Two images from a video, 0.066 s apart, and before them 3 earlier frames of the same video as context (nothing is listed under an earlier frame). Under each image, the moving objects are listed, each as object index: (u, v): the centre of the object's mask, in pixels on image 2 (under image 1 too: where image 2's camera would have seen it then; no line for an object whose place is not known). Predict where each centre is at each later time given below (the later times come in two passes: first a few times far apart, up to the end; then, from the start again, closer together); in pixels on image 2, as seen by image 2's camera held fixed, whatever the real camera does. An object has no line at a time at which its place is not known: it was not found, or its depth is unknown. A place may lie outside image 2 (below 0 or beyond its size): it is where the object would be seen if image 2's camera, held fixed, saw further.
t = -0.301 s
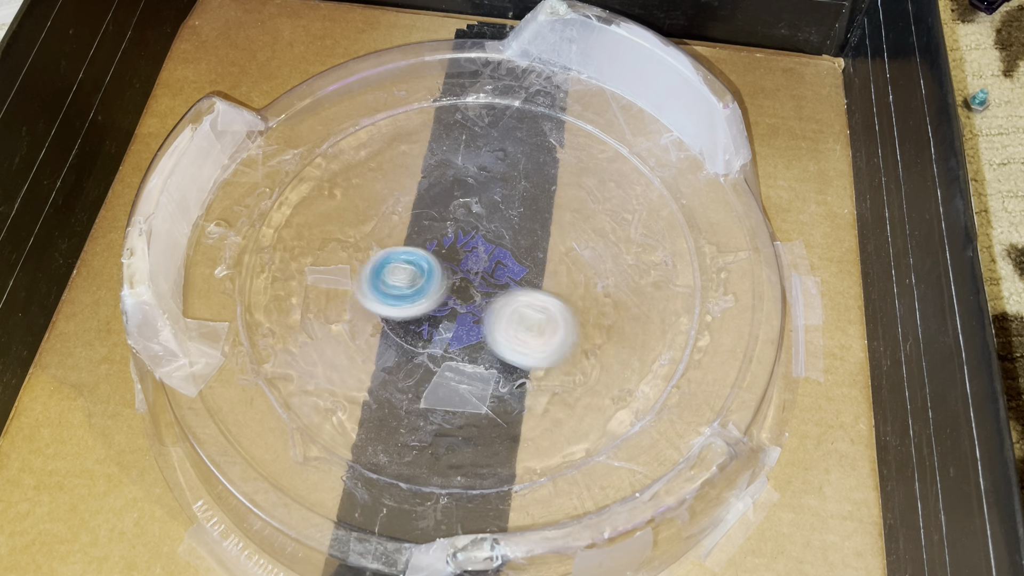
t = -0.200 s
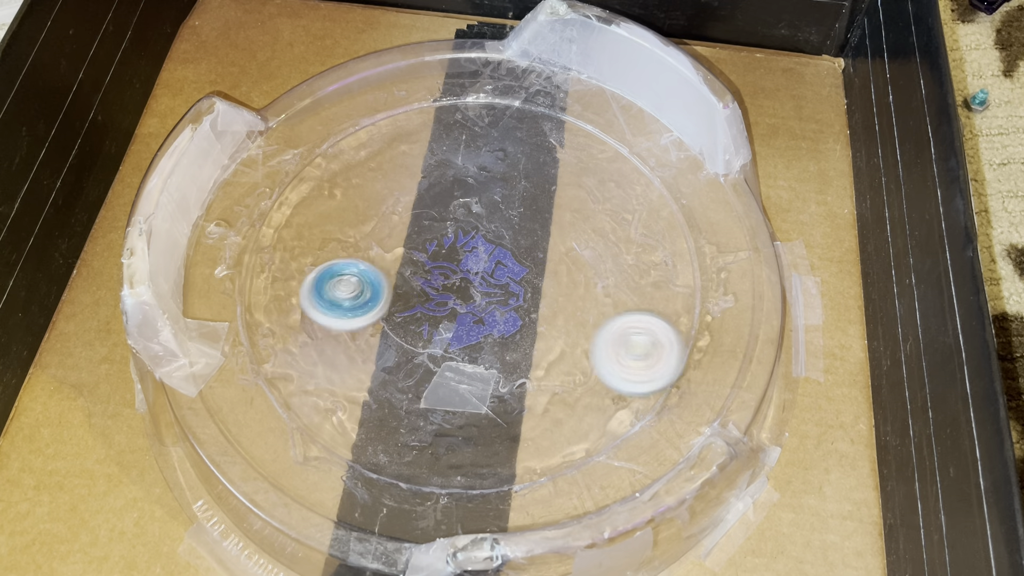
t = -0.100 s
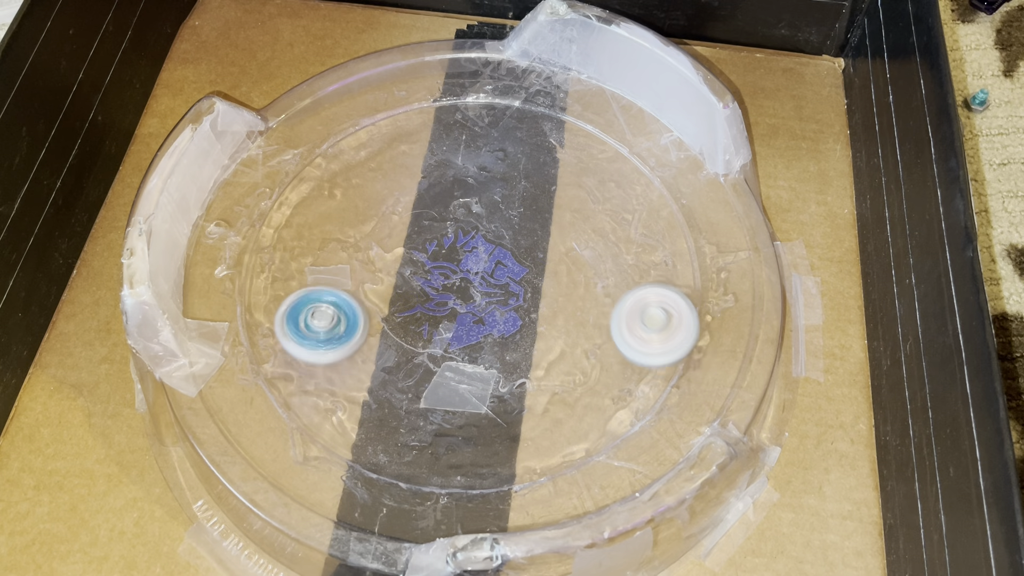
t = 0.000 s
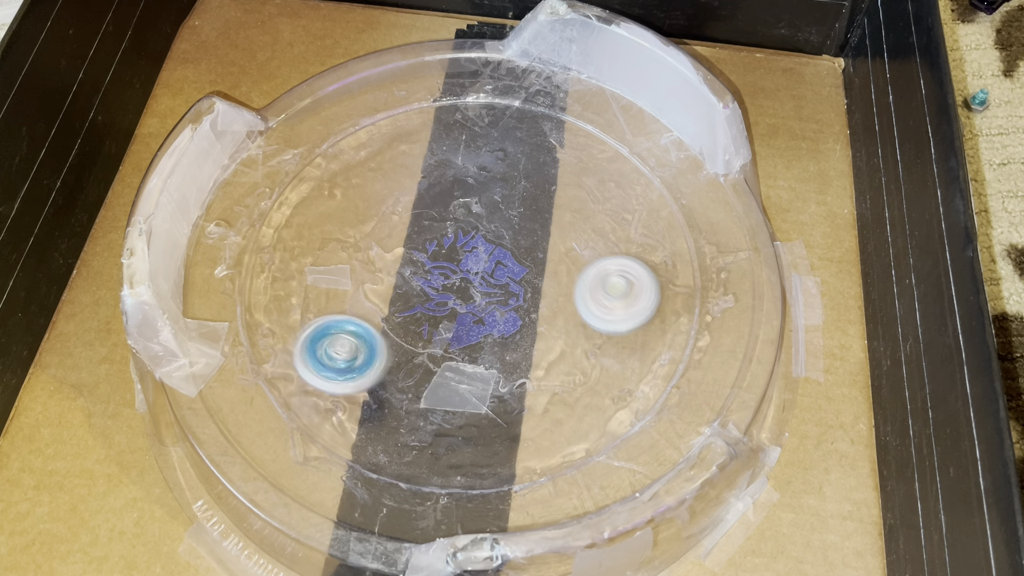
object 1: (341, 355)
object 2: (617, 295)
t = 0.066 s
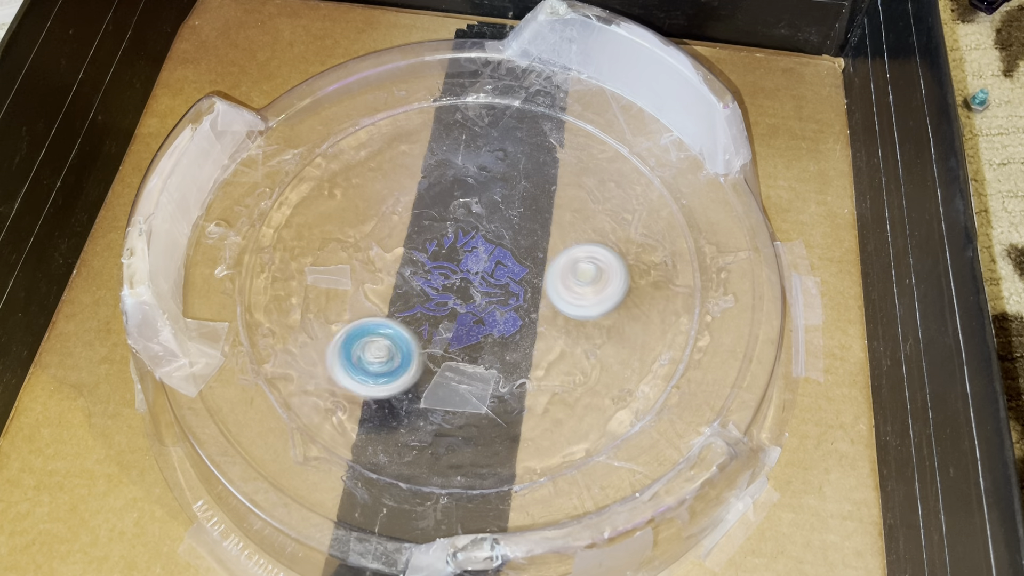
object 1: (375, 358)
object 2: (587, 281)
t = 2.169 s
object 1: (529, 209)
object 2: (377, 426)
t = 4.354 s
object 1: (445, 331)
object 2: (556, 188)
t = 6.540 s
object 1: (445, 313)
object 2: (394, 225)
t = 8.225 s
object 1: (417, 285)
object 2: (566, 285)
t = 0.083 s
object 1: (383, 357)
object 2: (579, 279)
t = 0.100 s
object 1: (392, 354)
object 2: (572, 276)
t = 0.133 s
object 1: (408, 347)
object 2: (557, 273)
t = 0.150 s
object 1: (416, 342)
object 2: (550, 271)
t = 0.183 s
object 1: (431, 331)
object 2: (537, 270)
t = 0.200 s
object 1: (437, 325)
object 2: (531, 270)
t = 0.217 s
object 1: (444, 320)
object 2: (526, 270)
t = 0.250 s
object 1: (440, 313)
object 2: (532, 263)
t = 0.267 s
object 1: (433, 312)
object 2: (542, 256)
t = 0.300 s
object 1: (426, 306)
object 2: (559, 242)
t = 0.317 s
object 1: (426, 303)
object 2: (566, 237)
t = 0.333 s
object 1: (425, 299)
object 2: (570, 232)
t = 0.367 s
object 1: (423, 289)
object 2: (574, 225)
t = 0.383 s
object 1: (421, 285)
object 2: (574, 223)
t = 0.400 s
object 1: (419, 279)
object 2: (572, 221)
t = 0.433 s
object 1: (416, 270)
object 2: (566, 220)
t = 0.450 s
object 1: (413, 266)
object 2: (562, 219)
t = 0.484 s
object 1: (408, 258)
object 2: (553, 219)
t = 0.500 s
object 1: (406, 255)
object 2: (548, 220)
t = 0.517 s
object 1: (403, 251)
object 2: (543, 220)
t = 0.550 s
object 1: (397, 246)
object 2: (533, 222)
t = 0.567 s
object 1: (394, 244)
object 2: (527, 224)
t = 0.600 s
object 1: (389, 241)
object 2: (516, 227)
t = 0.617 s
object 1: (387, 240)
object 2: (511, 229)
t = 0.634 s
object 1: (386, 239)
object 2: (505, 231)
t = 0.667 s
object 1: (384, 239)
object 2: (493, 236)
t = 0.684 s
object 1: (384, 240)
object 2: (487, 239)
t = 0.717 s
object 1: (385, 241)
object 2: (476, 245)
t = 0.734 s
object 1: (387, 243)
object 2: (472, 248)
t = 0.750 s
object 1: (385, 244)
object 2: (472, 252)
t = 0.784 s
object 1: (383, 247)
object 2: (476, 259)
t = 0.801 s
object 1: (383, 250)
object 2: (476, 263)
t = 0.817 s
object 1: (384, 252)
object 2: (476, 267)
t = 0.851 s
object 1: (388, 258)
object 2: (475, 274)
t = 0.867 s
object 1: (390, 260)
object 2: (476, 277)
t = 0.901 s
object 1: (382, 260)
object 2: (495, 288)
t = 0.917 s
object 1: (380, 261)
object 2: (504, 293)
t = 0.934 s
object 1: (378, 262)
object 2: (512, 296)
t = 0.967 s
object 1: (377, 265)
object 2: (525, 302)
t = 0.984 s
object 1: (378, 267)
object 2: (530, 304)
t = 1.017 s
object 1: (382, 270)
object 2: (536, 306)
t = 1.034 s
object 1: (385, 272)
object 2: (538, 306)
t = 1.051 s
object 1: (390, 274)
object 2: (539, 306)
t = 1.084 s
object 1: (400, 276)
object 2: (540, 306)
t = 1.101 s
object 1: (406, 276)
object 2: (540, 306)
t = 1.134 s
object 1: (418, 274)
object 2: (540, 306)
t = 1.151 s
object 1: (424, 273)
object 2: (540, 306)
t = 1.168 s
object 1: (429, 271)
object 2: (540, 306)
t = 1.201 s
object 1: (440, 267)
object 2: (539, 306)
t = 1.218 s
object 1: (445, 264)
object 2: (538, 306)
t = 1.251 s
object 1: (455, 258)
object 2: (536, 305)
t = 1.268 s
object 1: (460, 255)
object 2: (534, 304)
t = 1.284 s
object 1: (465, 252)
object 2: (531, 304)
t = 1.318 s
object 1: (473, 245)
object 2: (526, 302)
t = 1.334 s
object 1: (476, 241)
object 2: (523, 301)
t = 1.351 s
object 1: (480, 237)
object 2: (521, 301)
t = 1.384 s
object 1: (485, 229)
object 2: (514, 300)
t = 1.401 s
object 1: (488, 225)
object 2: (511, 299)
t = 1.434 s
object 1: (491, 218)
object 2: (504, 298)
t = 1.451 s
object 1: (492, 215)
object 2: (501, 298)
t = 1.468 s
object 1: (493, 211)
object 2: (497, 298)
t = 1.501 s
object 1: (493, 205)
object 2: (489, 297)
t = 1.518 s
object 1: (492, 203)
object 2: (486, 296)
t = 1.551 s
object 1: (489, 201)
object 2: (478, 296)
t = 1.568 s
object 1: (487, 200)
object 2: (473, 296)
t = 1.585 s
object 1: (485, 201)
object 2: (469, 295)
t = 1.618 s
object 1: (480, 203)
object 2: (462, 296)
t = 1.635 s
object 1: (478, 206)
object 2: (458, 296)
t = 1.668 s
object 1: (475, 213)
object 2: (451, 297)
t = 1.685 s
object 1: (474, 217)
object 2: (448, 298)
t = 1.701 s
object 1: (474, 221)
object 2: (445, 299)
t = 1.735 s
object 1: (473, 230)
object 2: (440, 300)
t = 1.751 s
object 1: (475, 235)
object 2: (436, 302)
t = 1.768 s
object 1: (482, 232)
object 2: (423, 315)
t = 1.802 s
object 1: (497, 224)
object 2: (395, 342)
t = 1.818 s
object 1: (502, 222)
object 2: (382, 355)
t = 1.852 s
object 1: (511, 217)
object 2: (363, 375)
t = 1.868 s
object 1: (515, 215)
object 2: (357, 383)
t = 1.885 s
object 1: (519, 214)
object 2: (353, 391)
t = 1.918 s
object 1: (527, 210)
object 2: (350, 405)
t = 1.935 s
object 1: (530, 208)
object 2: (351, 411)
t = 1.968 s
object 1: (537, 204)
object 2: (352, 420)
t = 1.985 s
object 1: (539, 202)
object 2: (353, 423)
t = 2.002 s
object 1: (541, 200)
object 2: (354, 426)
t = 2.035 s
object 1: (543, 198)
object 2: (356, 429)
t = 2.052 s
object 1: (543, 197)
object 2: (359, 430)
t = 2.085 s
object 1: (541, 197)
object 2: (365, 431)
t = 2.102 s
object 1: (539, 198)
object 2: (367, 430)
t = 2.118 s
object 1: (537, 199)
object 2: (370, 430)
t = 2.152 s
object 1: (532, 205)
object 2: (375, 428)
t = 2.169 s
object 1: (529, 209)
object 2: (377, 426)
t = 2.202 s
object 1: (525, 217)
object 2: (382, 422)
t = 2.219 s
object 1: (523, 222)
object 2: (384, 420)
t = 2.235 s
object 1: (521, 226)
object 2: (387, 417)
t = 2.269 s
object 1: (518, 236)
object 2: (392, 412)
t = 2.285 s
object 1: (517, 241)
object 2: (395, 408)
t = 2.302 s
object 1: (515, 245)
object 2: (398, 405)
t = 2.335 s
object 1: (511, 256)
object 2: (404, 397)
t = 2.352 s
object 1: (510, 260)
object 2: (407, 393)
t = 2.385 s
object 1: (506, 271)
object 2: (413, 383)
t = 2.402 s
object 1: (505, 276)
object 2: (416, 378)
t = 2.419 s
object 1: (503, 281)
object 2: (419, 373)
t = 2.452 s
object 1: (500, 291)
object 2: (424, 364)
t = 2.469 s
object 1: (498, 296)
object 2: (426, 358)
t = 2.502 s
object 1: (498, 304)
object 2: (424, 351)
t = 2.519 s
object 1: (500, 306)
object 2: (419, 350)
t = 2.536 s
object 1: (501, 309)
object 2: (415, 349)
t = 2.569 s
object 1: (501, 316)
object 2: (408, 345)
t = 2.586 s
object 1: (502, 320)
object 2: (407, 342)
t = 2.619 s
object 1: (504, 327)
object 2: (405, 337)
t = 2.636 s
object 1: (505, 329)
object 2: (404, 334)
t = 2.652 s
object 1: (506, 331)
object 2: (404, 331)
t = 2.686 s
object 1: (509, 335)
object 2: (404, 324)
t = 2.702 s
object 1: (510, 336)
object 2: (404, 320)
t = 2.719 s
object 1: (512, 337)
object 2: (404, 317)
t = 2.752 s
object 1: (514, 337)
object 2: (404, 310)
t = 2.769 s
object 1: (514, 335)
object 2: (404, 306)
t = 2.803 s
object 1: (514, 333)
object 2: (404, 298)
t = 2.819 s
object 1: (514, 330)
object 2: (404, 294)
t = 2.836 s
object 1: (513, 328)
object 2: (404, 291)
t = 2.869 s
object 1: (508, 322)
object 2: (403, 283)
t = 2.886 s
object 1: (505, 319)
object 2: (403, 280)
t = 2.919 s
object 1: (497, 314)
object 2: (402, 273)
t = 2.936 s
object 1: (494, 312)
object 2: (402, 269)
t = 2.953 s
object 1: (490, 310)
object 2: (402, 266)
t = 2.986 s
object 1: (481, 305)
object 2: (402, 259)
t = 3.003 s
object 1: (477, 304)
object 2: (402, 256)
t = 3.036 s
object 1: (467, 300)
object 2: (402, 250)
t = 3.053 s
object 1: (463, 298)
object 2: (402, 247)
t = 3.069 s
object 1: (462, 299)
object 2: (399, 241)
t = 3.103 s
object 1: (457, 300)
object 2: (394, 230)
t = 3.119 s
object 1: (454, 300)
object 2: (392, 226)
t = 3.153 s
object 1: (448, 301)
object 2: (390, 219)
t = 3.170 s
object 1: (445, 301)
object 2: (389, 216)
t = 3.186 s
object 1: (443, 301)
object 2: (389, 214)
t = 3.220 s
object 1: (438, 303)
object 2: (389, 209)
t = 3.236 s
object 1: (435, 303)
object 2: (389, 207)
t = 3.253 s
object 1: (434, 304)
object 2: (390, 206)
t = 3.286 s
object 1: (431, 306)
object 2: (393, 204)
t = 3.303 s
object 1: (430, 306)
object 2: (395, 204)
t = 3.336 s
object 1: (430, 308)
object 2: (398, 202)
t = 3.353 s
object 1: (430, 309)
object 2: (400, 202)
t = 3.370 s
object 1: (432, 309)
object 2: (402, 202)
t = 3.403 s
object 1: (434, 310)
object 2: (406, 203)
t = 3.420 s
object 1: (436, 309)
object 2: (408, 203)
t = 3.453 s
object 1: (441, 305)
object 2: (413, 204)
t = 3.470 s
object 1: (443, 303)
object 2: (416, 205)
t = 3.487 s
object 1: (445, 301)
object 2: (419, 205)
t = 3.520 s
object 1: (448, 297)
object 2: (425, 206)
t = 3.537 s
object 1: (450, 294)
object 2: (428, 207)
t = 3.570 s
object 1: (453, 288)
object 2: (434, 208)
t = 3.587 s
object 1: (454, 284)
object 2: (437, 208)
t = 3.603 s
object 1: (455, 281)
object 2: (440, 208)
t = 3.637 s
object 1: (457, 282)
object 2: (445, 200)
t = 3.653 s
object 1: (458, 283)
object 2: (448, 196)
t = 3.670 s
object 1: (459, 283)
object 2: (452, 194)
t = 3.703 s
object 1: (461, 284)
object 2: (458, 191)
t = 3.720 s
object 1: (463, 284)
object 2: (461, 190)
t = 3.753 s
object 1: (466, 285)
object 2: (467, 190)
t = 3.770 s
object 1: (468, 285)
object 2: (469, 190)
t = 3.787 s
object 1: (470, 285)
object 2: (472, 190)
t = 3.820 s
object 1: (473, 284)
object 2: (477, 191)
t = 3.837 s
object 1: (475, 283)
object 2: (480, 192)
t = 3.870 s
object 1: (478, 281)
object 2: (486, 193)
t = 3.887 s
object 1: (479, 280)
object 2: (489, 193)
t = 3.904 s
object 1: (481, 278)
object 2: (492, 194)
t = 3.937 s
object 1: (481, 275)
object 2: (498, 196)
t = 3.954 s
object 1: (481, 273)
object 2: (500, 197)
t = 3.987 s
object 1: (481, 270)
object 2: (506, 199)
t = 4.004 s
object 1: (480, 269)
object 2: (509, 200)
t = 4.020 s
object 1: (477, 272)
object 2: (514, 197)
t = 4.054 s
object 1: (470, 280)
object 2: (526, 184)
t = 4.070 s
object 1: (467, 283)
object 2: (531, 180)
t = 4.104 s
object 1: (463, 289)
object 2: (538, 175)
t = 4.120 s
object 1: (460, 293)
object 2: (541, 173)
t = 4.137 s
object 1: (458, 296)
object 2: (544, 172)
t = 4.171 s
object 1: (454, 303)
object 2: (548, 171)
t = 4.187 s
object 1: (452, 306)
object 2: (550, 171)
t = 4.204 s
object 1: (450, 310)
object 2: (552, 171)
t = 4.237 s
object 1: (447, 316)
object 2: (554, 173)
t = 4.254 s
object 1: (445, 319)
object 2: (555, 174)
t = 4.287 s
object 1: (444, 322)
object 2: (556, 178)
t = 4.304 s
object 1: (444, 324)
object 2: (557, 181)
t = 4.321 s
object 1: (444, 327)
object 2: (557, 183)
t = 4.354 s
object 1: (445, 331)
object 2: (556, 188)
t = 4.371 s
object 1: (445, 333)
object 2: (556, 191)
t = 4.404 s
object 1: (448, 334)
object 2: (555, 198)
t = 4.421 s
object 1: (449, 334)
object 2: (555, 201)
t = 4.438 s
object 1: (451, 334)
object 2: (554, 205)
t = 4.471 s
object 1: (455, 332)
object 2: (552, 212)
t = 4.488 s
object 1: (458, 329)
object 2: (552, 216)
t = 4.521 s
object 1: (460, 325)
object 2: (551, 224)
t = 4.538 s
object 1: (461, 322)
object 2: (550, 227)
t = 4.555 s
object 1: (461, 318)
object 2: (550, 231)
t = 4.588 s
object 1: (462, 312)
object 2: (550, 239)
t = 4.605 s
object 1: (462, 308)
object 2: (550, 243)
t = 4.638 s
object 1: (461, 301)
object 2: (549, 253)
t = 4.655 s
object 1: (461, 298)
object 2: (549, 257)
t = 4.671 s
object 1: (460, 295)
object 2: (549, 261)
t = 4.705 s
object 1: (458, 287)
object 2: (550, 269)
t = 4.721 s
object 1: (458, 284)
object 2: (549, 273)
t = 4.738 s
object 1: (457, 281)
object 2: (549, 277)
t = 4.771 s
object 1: (455, 274)
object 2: (548, 285)
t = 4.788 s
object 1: (454, 270)
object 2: (547, 289)
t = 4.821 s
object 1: (452, 265)
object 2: (546, 297)
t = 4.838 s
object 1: (451, 261)
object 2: (546, 301)
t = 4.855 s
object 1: (449, 258)
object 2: (546, 305)
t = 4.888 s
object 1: (447, 253)
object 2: (544, 312)
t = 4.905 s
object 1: (446, 250)
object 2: (543, 315)
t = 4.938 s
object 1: (443, 245)
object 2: (541, 321)
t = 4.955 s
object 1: (442, 243)
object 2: (540, 324)
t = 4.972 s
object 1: (441, 241)
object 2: (539, 327)
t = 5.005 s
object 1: (438, 237)
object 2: (536, 332)
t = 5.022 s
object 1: (436, 236)
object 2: (535, 335)
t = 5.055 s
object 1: (434, 235)
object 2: (531, 339)
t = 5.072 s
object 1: (433, 235)
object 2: (529, 341)
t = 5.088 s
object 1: (432, 235)
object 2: (528, 343)
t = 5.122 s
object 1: (431, 236)
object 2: (523, 346)
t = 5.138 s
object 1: (430, 238)
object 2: (521, 347)
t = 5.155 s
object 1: (430, 239)
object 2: (519, 349)
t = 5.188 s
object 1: (432, 243)
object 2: (514, 351)
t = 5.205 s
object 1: (434, 245)
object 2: (512, 352)
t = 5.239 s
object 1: (437, 249)
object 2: (507, 354)
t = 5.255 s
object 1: (440, 251)
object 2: (504, 355)
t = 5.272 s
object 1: (443, 254)
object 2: (502, 356)
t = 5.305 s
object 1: (447, 257)
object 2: (496, 356)
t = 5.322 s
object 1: (451, 258)
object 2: (494, 357)
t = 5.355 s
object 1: (457, 262)
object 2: (488, 357)
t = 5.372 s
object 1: (460, 263)
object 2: (485, 357)
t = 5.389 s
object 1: (463, 265)
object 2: (483, 357)
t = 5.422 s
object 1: (470, 268)
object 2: (476, 356)
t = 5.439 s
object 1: (473, 269)
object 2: (473, 356)
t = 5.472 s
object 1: (480, 271)
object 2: (467, 355)
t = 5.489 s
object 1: (483, 273)
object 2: (464, 354)
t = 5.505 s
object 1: (487, 274)
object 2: (461, 354)
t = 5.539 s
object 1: (493, 275)
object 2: (455, 352)
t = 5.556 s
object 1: (496, 277)
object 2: (452, 351)
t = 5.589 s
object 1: (502, 278)
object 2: (446, 349)
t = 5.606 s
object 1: (505, 278)
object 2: (443, 348)
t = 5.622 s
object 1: (508, 279)
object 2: (440, 347)
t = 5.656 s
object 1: (513, 280)
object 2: (434, 344)
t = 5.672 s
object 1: (515, 280)
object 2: (431, 342)
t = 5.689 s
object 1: (517, 280)
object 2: (428, 341)
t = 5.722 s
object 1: (520, 280)
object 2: (423, 337)
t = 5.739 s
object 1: (521, 279)
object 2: (420, 336)
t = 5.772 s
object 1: (523, 278)
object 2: (415, 332)
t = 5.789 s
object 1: (524, 278)
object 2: (412, 330)
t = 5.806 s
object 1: (524, 277)
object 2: (410, 328)
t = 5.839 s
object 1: (523, 276)
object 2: (406, 324)
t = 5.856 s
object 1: (521, 275)
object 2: (403, 322)
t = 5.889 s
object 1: (517, 275)
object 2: (399, 318)
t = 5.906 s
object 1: (515, 275)
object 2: (397, 315)
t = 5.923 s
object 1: (512, 275)
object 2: (395, 313)
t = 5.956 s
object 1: (506, 276)
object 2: (392, 308)
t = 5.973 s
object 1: (503, 277)
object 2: (390, 305)
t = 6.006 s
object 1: (497, 279)
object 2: (388, 300)
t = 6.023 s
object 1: (493, 280)
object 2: (387, 298)
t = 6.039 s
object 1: (490, 281)
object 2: (386, 295)
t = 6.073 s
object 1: (485, 284)
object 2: (384, 290)
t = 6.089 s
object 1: (482, 285)
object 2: (383, 287)
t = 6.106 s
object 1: (478, 287)
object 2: (383, 285)
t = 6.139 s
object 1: (472, 289)
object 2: (382, 279)
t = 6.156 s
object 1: (470, 290)
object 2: (382, 277)
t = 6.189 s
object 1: (463, 293)
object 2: (381, 272)
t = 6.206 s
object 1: (461, 295)
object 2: (380, 269)
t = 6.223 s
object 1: (460, 296)
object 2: (379, 266)
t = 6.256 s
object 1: (455, 301)
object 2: (378, 260)
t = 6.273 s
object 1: (454, 302)
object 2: (377, 258)
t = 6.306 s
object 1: (452, 305)
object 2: (378, 252)
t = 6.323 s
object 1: (451, 307)
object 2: (378, 250)
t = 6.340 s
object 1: (450, 308)
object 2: (378, 247)
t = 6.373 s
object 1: (449, 310)
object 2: (380, 242)
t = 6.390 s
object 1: (448, 310)
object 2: (381, 241)
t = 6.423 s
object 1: (447, 311)
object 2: (383, 237)
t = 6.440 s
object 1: (446, 312)
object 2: (384, 235)
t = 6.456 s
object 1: (446, 312)
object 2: (386, 233)
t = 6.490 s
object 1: (445, 313)
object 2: (389, 230)
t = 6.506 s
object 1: (444, 313)
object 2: (391, 228)
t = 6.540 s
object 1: (445, 313)
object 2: (394, 225)
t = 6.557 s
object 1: (445, 314)
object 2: (397, 224)
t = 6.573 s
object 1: (445, 314)
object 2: (399, 223)
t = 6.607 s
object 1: (447, 313)
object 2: (403, 220)
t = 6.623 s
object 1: (449, 312)
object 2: (406, 220)
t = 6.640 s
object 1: (450, 311)
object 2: (408, 219)
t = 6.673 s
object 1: (453, 307)
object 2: (413, 217)
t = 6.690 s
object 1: (454, 305)
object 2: (416, 216)
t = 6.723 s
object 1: (456, 301)
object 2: (421, 215)
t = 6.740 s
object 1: (457, 299)
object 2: (424, 215)
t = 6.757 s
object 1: (458, 297)
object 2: (427, 214)
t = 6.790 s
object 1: (459, 291)
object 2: (433, 214)
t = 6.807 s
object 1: (460, 289)
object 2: (437, 213)
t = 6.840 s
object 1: (461, 284)
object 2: (443, 212)
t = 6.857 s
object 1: (461, 284)
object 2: (446, 209)
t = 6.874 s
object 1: (463, 284)
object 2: (448, 205)
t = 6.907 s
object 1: (465, 284)
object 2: (453, 200)
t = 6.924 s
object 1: (467, 284)
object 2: (455, 199)
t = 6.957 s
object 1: (469, 283)
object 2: (462, 197)
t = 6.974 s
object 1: (470, 282)
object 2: (465, 197)
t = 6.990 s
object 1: (471, 281)
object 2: (468, 196)
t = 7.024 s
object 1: (472, 279)
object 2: (476, 195)
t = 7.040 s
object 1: (473, 277)
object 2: (479, 195)
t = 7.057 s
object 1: (473, 276)
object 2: (482, 195)
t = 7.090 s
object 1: (472, 274)
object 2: (489, 195)
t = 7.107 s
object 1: (472, 273)
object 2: (492, 195)
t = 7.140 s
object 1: (470, 270)
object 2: (498, 196)
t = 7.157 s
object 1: (469, 270)
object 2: (501, 196)
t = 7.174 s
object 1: (468, 270)
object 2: (504, 197)
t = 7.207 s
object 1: (466, 269)
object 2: (509, 199)
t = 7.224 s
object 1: (465, 269)
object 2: (512, 200)
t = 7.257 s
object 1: (462, 271)
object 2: (517, 202)
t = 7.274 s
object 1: (461, 271)
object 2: (519, 203)
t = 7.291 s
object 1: (460, 272)
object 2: (521, 204)
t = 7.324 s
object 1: (459, 274)
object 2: (526, 207)
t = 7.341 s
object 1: (459, 275)
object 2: (528, 209)
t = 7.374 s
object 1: (459, 277)
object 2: (532, 212)
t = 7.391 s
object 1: (459, 278)
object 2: (534, 214)
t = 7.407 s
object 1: (460, 280)
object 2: (536, 216)
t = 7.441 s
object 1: (462, 282)
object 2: (540, 220)
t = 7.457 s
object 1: (463, 282)
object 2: (541, 222)
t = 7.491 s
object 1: (465, 284)
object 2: (544, 227)
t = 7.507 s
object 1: (467, 284)
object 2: (545, 229)
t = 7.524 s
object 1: (468, 285)
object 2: (547, 232)
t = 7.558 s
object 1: (471, 285)
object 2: (549, 237)
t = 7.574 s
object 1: (473, 284)
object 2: (550, 240)
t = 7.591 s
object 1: (474, 284)
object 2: (551, 242)
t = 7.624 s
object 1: (477, 283)
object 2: (552, 248)
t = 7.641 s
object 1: (468, 284)
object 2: (560, 248)
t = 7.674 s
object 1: (439, 290)
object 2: (596, 241)
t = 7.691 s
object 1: (429, 292)
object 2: (611, 238)
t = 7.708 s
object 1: (422, 292)
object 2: (625, 235)
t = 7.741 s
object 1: (413, 290)
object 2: (649, 231)
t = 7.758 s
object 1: (409, 290)
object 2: (658, 230)
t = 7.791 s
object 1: (403, 290)
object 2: (672, 228)
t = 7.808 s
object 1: (400, 289)
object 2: (675, 228)
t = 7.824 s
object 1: (398, 290)
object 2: (677, 229)
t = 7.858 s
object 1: (393, 290)
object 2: (674, 231)
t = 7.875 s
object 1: (392, 290)
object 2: (671, 232)
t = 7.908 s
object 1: (391, 289)
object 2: (665, 234)
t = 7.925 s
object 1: (392, 289)
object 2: (661, 236)
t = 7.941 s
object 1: (391, 289)
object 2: (658, 237)
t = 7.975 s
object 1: (389, 288)
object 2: (649, 240)
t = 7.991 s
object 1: (388, 286)
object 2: (645, 242)
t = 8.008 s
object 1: (389, 285)
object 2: (641, 244)
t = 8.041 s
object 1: (390, 283)
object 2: (630, 249)
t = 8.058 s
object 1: (391, 282)
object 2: (625, 251)
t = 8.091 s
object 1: (395, 281)
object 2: (614, 256)
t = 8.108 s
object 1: (397, 282)
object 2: (608, 259)
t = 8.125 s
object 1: (399, 283)
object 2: (602, 262)
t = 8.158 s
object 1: (403, 283)
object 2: (591, 269)
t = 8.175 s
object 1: (407, 284)
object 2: (585, 273)
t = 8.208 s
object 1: (413, 285)
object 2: (572, 281)
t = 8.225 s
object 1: (417, 285)
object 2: (566, 285)
